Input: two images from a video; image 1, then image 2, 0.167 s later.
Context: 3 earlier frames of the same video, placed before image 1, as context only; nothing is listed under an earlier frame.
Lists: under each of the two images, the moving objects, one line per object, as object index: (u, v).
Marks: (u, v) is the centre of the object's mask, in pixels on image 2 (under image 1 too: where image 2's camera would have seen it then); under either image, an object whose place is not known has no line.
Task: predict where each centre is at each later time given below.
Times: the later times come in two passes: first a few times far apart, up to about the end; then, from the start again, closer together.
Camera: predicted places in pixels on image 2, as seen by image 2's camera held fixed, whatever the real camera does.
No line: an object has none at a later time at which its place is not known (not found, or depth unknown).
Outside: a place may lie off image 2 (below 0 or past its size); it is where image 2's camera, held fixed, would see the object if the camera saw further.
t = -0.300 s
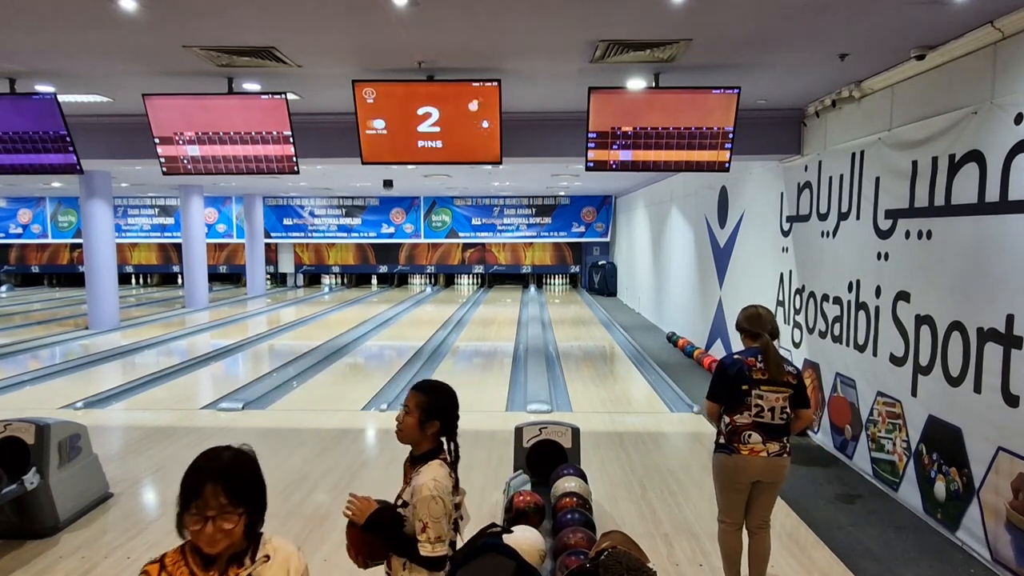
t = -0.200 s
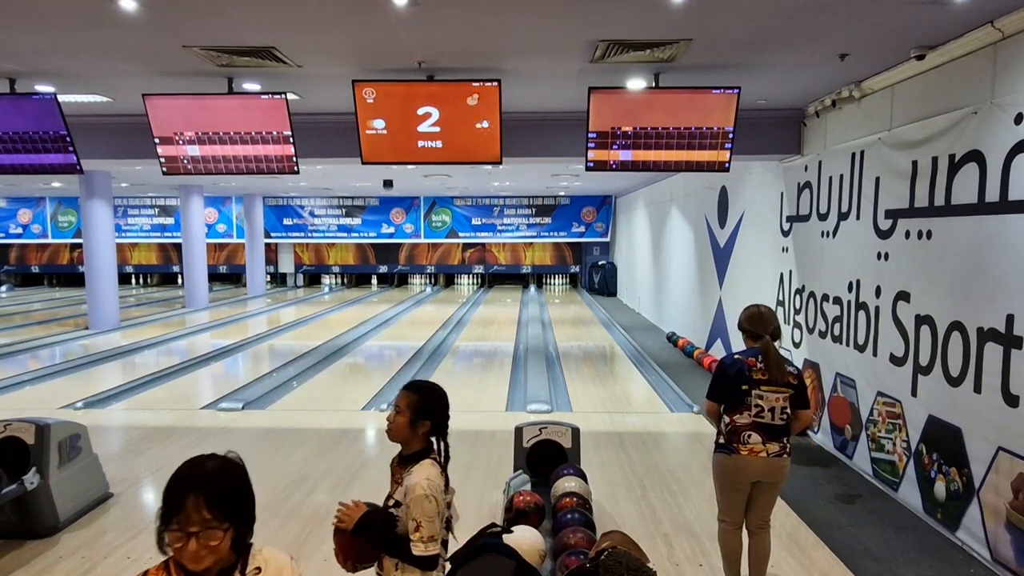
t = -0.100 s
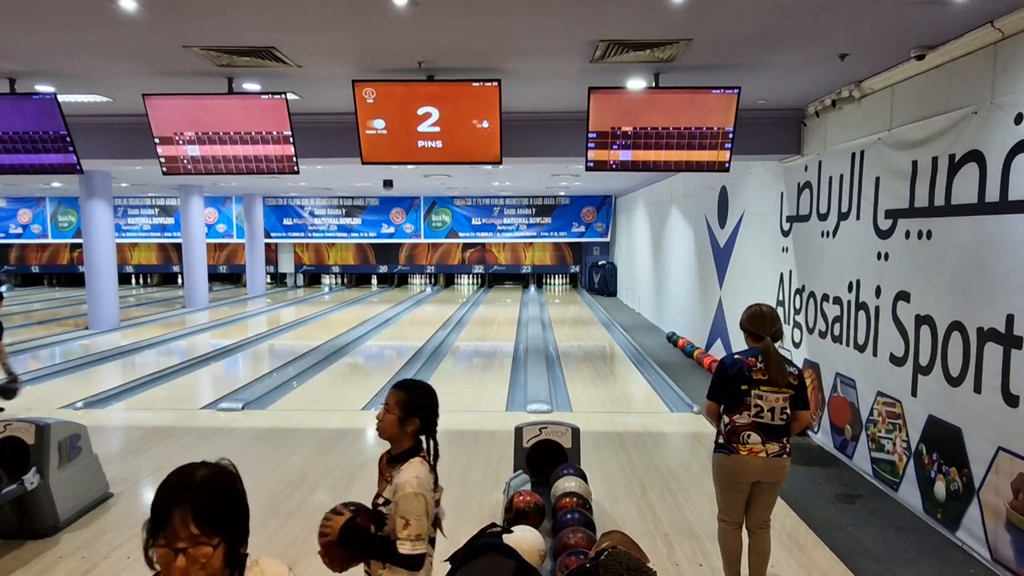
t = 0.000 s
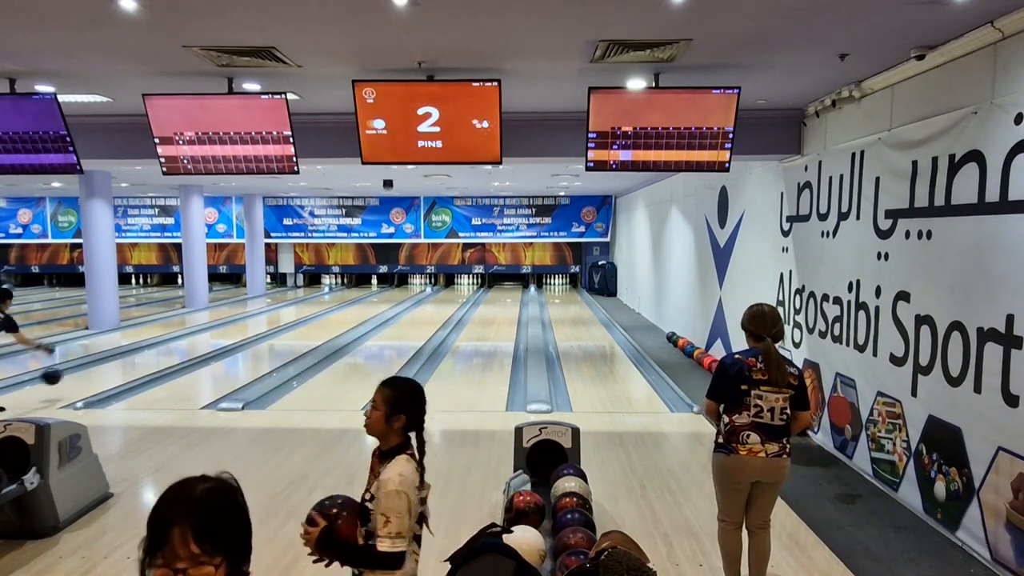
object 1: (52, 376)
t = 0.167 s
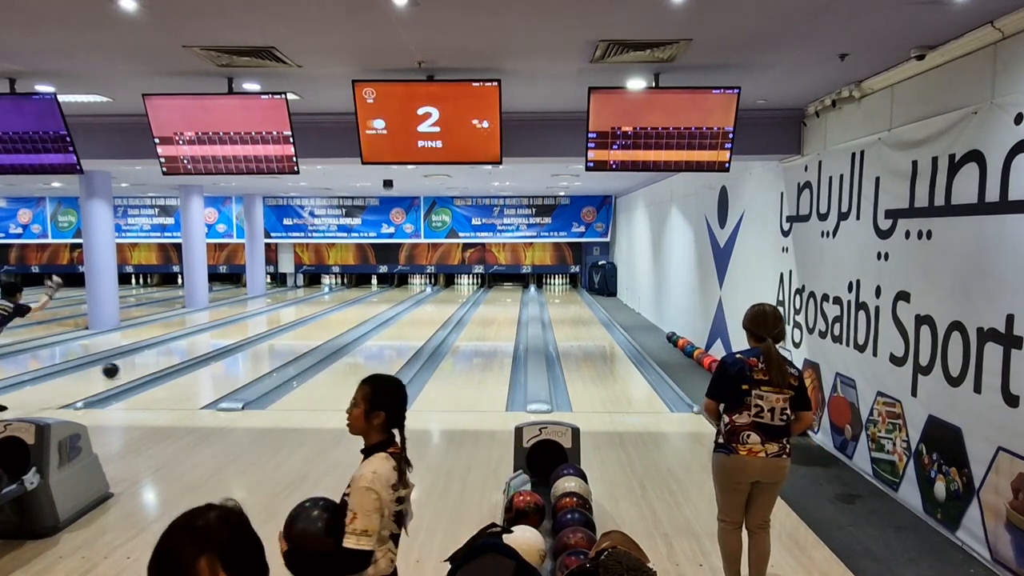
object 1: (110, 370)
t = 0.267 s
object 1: (139, 362)
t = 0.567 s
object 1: (204, 340)
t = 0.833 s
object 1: (246, 326)
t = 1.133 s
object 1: (281, 315)
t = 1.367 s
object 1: (302, 307)
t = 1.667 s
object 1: (324, 300)
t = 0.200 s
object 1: (121, 368)
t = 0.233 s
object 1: (130, 365)
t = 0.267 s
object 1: (139, 362)
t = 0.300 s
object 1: (147, 359)
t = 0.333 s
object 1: (156, 356)
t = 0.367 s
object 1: (164, 354)
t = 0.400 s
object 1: (171, 351)
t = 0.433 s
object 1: (178, 349)
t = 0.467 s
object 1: (185, 346)
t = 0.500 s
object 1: (192, 344)
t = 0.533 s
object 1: (198, 342)
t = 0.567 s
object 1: (204, 340)
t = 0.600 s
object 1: (210, 338)
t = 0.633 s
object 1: (216, 336)
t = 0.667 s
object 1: (221, 335)
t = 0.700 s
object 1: (227, 332)
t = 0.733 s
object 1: (232, 331)
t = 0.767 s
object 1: (236, 329)
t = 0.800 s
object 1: (241, 327)
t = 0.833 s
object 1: (246, 326)
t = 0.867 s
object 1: (250, 325)
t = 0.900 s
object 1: (254, 323)
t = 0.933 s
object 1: (258, 322)
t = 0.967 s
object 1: (263, 320)
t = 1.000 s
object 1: (267, 319)
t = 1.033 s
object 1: (270, 318)
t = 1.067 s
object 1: (274, 317)
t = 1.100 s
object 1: (277, 316)
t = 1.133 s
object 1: (281, 315)
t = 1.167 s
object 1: (284, 313)
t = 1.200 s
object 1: (287, 312)
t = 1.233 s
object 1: (290, 311)
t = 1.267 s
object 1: (293, 310)
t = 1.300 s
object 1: (296, 309)
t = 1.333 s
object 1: (299, 308)
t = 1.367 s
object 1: (302, 307)
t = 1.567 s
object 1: (317, 302)
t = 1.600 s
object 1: (320, 301)
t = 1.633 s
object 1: (322, 300)
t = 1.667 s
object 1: (324, 300)
